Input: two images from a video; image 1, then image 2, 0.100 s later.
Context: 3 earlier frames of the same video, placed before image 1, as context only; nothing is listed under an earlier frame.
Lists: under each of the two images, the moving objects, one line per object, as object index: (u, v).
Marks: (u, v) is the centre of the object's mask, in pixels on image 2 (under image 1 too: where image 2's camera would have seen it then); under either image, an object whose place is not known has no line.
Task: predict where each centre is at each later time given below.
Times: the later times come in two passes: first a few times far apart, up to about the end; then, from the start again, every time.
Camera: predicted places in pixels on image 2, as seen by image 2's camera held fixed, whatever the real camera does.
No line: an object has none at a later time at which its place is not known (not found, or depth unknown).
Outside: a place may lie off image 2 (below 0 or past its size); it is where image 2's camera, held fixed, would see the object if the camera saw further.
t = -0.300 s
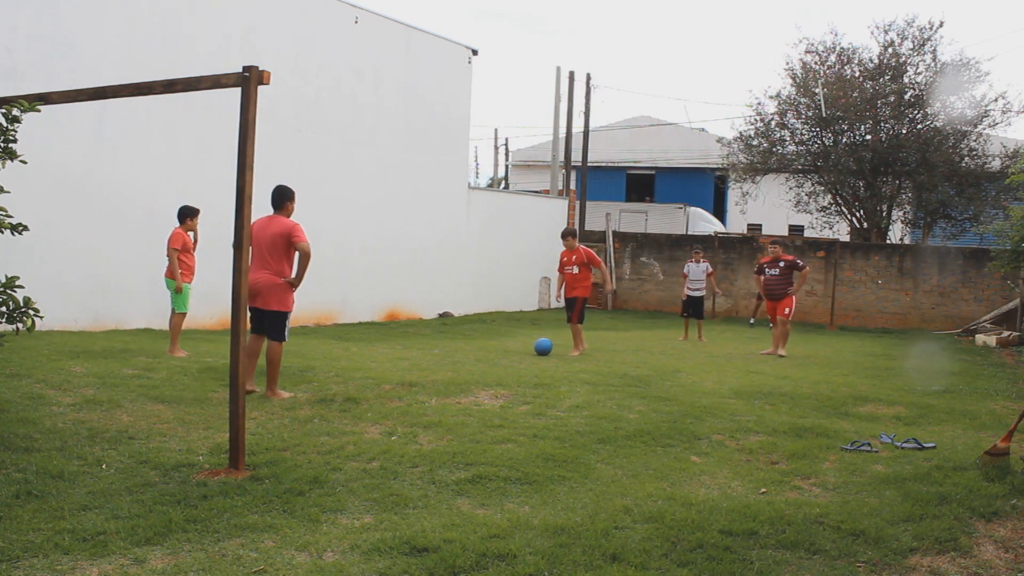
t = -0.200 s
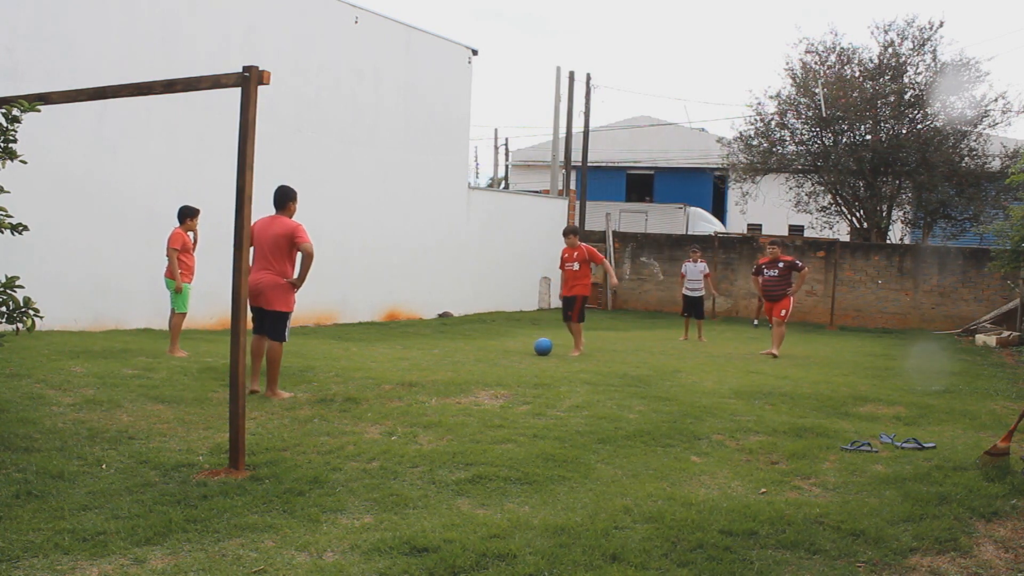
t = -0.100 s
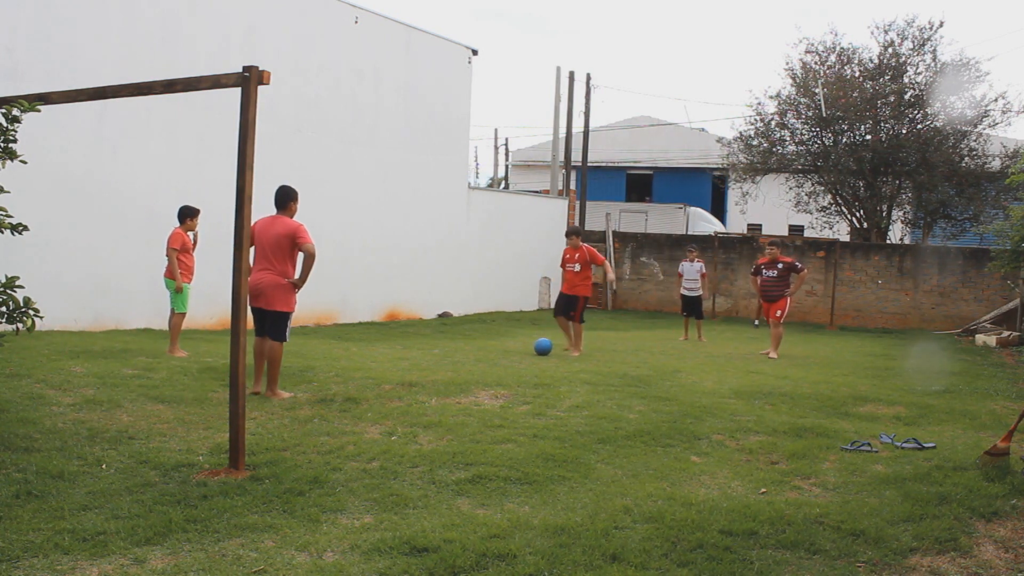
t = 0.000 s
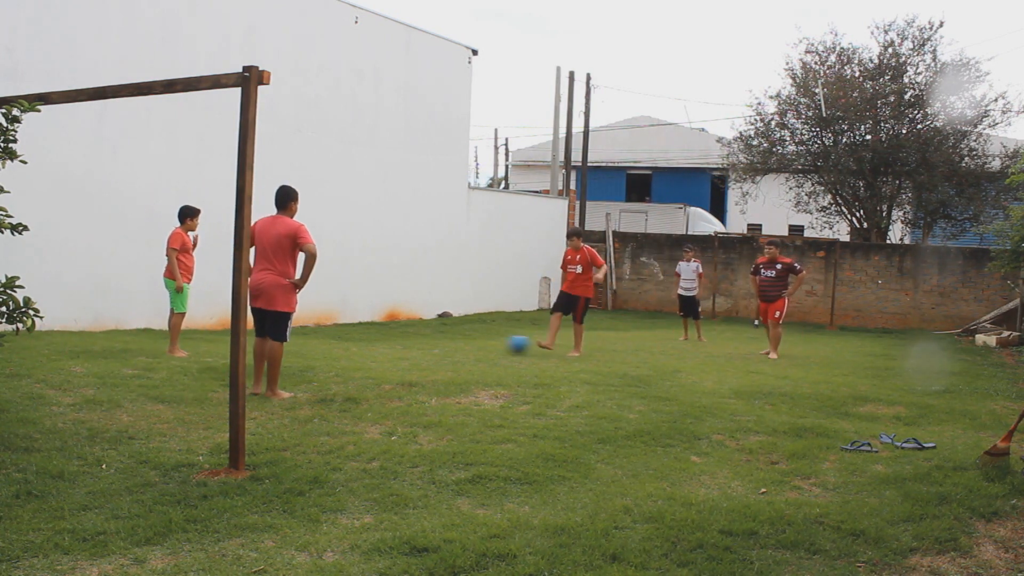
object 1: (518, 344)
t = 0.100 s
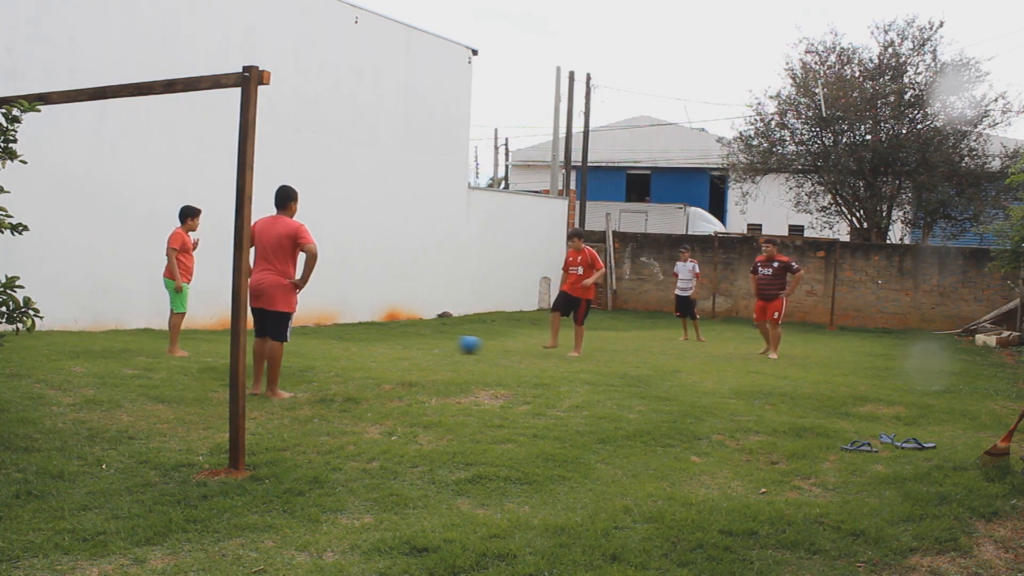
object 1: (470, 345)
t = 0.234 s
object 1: (407, 344)
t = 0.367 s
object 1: (349, 344)
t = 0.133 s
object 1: (454, 343)
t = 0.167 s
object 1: (438, 342)
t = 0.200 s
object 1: (423, 343)
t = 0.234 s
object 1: (407, 344)
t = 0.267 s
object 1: (391, 347)
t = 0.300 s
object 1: (376, 346)
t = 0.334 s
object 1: (363, 344)
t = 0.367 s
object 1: (349, 344)
